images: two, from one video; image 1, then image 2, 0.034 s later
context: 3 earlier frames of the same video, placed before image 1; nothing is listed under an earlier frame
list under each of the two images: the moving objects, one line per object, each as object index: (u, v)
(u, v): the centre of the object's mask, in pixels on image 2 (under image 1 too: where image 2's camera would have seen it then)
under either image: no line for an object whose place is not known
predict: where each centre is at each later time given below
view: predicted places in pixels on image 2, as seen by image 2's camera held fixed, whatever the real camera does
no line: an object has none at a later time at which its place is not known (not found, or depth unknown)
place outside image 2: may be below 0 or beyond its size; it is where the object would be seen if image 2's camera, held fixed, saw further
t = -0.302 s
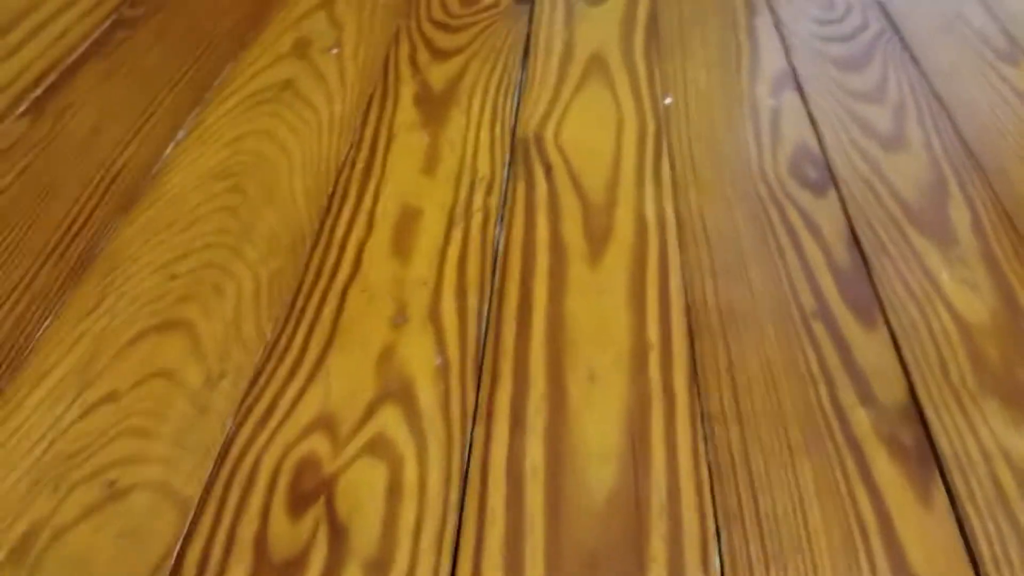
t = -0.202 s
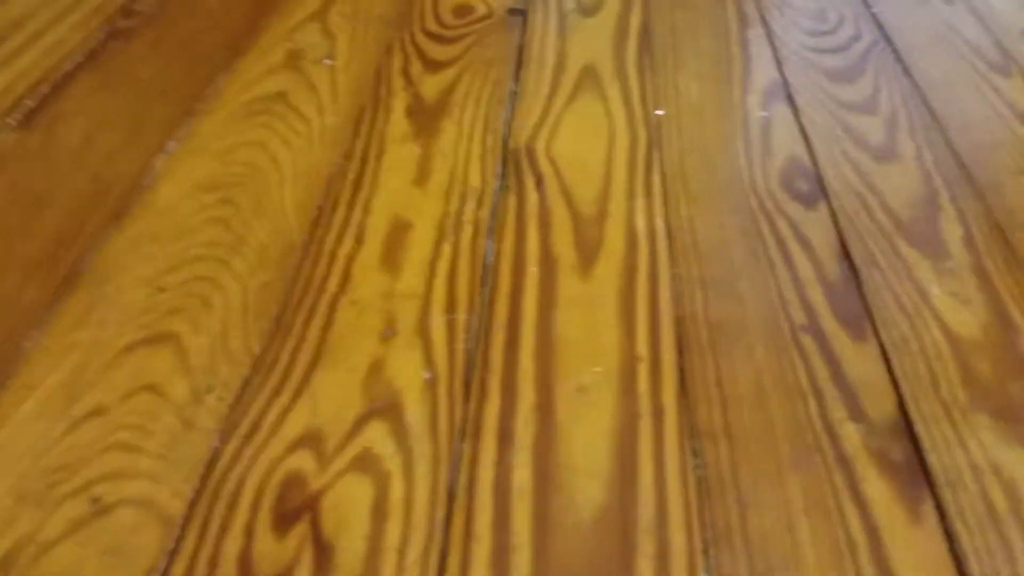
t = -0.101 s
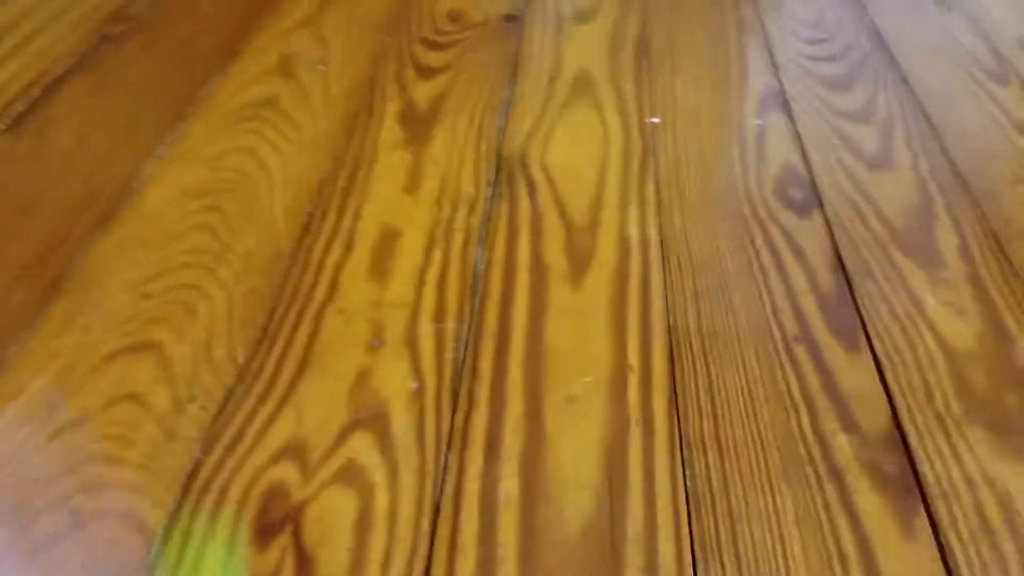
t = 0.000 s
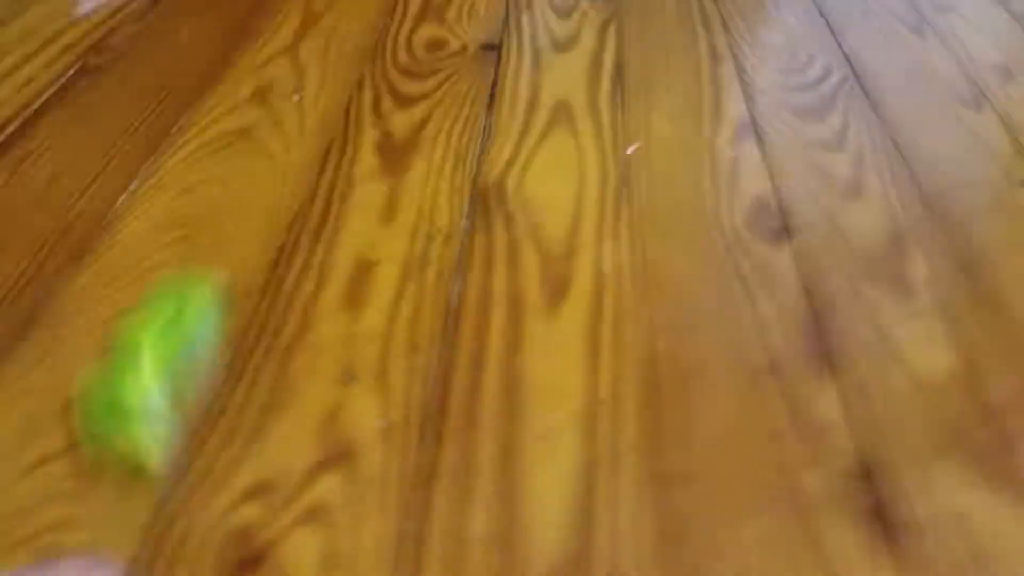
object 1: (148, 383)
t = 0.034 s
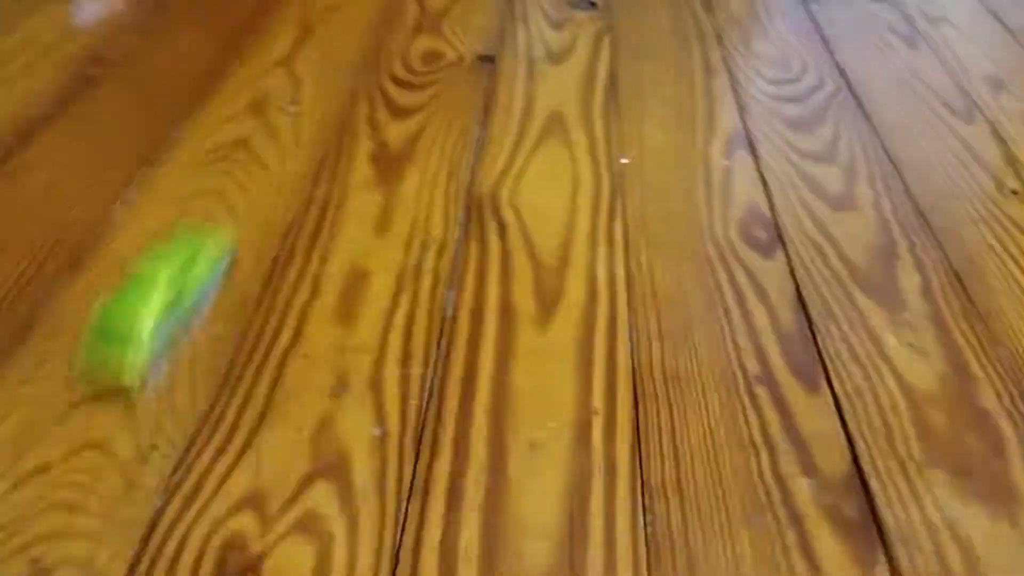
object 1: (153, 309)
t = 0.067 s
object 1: (169, 243)
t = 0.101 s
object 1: (187, 192)
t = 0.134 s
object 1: (206, 150)
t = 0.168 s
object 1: (221, 119)
